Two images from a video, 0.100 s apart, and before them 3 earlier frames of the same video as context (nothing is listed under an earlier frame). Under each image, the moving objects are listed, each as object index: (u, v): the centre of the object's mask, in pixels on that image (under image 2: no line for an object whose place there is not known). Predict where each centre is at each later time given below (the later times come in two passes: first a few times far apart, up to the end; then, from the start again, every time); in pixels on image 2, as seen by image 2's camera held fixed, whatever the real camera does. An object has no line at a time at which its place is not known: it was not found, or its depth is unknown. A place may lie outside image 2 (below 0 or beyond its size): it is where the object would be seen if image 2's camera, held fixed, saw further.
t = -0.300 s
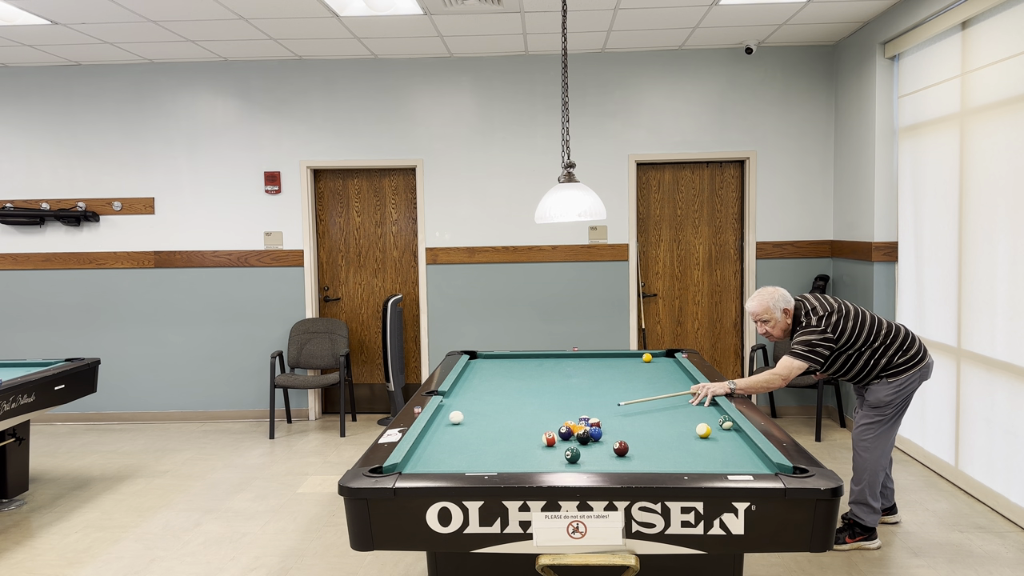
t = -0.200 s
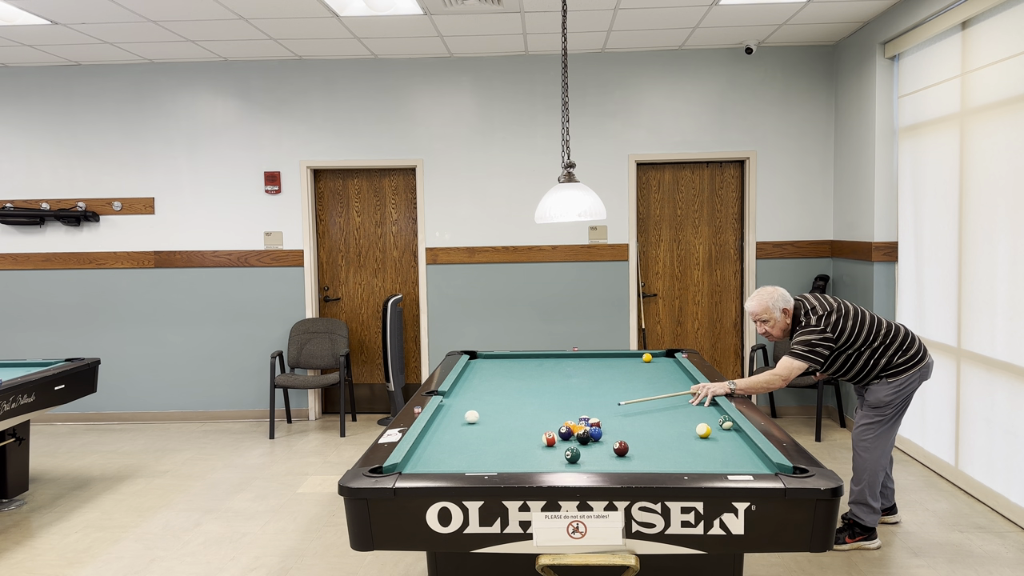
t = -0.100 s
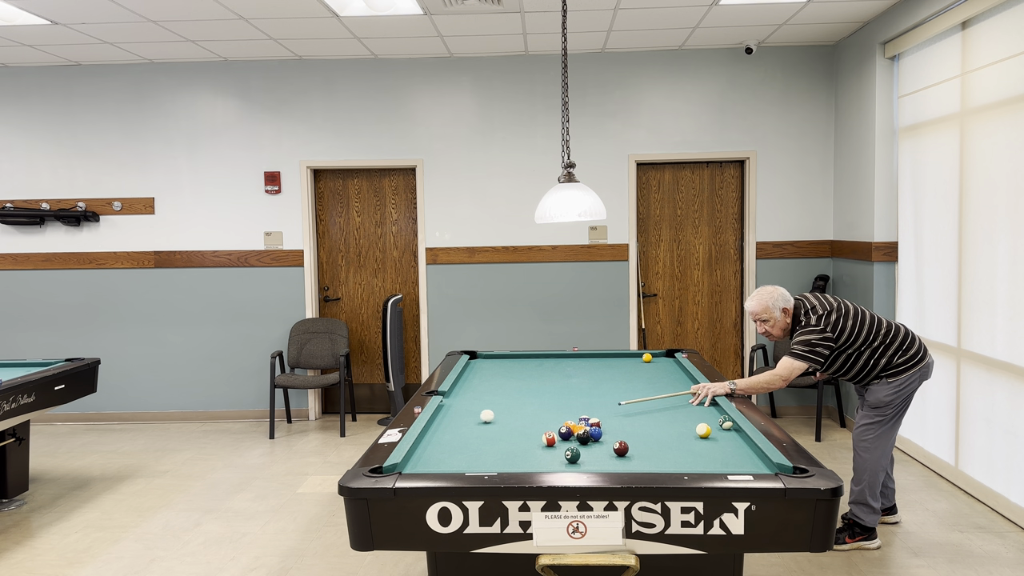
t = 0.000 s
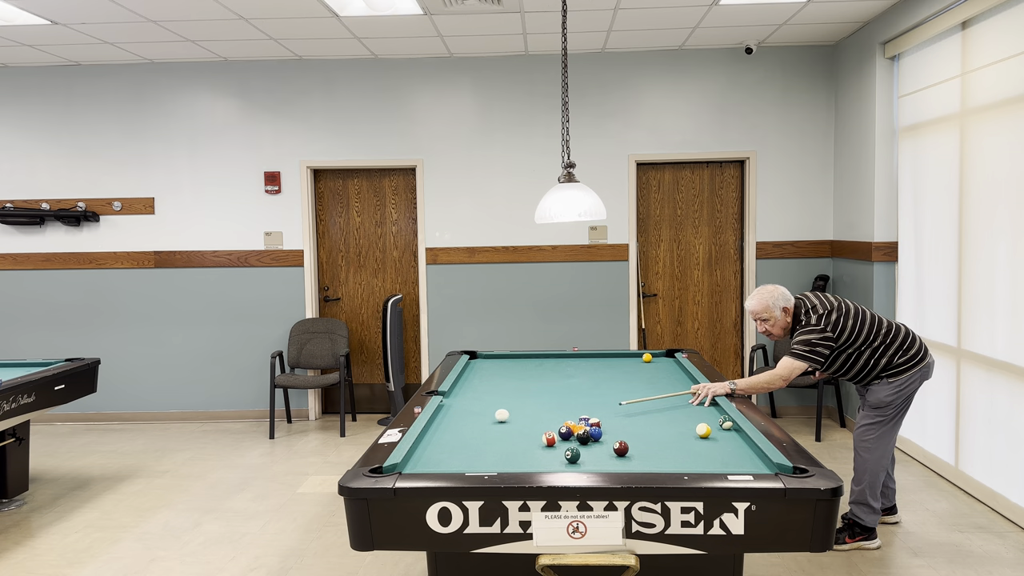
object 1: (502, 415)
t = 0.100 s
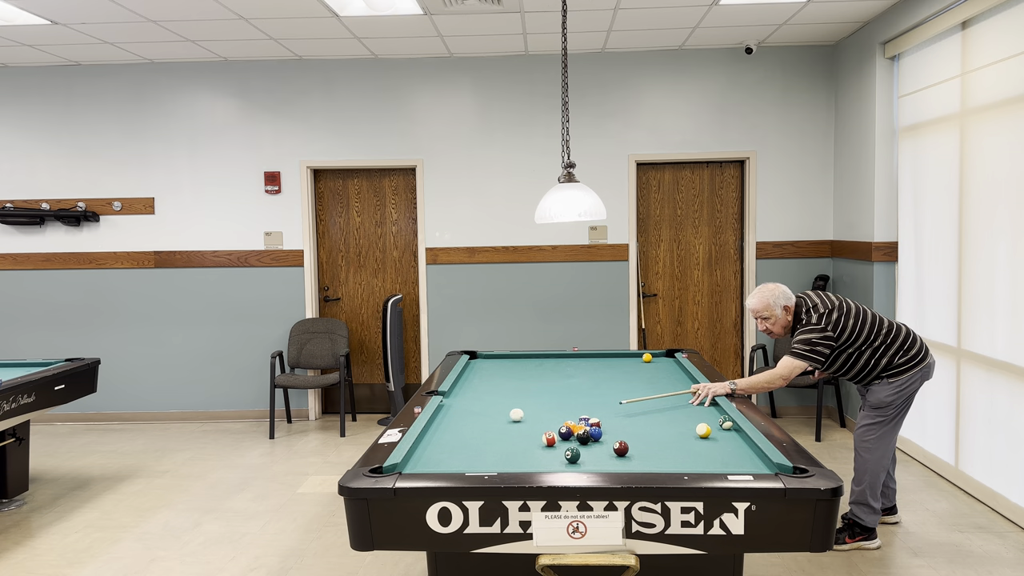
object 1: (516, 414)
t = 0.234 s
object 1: (536, 413)
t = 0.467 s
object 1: (568, 412)
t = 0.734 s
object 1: (603, 410)
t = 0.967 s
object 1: (633, 410)
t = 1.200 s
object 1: (662, 409)
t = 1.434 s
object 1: (689, 408)
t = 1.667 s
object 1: (715, 407)
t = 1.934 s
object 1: (700, 407)
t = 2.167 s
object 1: (688, 406)
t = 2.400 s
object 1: (676, 406)
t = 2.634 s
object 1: (666, 405)
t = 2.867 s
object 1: (657, 405)
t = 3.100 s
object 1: (649, 405)
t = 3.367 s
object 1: (641, 405)
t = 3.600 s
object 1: (635, 404)
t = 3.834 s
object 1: (630, 404)
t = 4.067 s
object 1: (627, 404)
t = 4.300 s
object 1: (624, 404)
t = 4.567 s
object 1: (622, 405)
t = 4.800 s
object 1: (621, 405)
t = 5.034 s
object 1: (621, 405)
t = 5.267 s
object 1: (621, 405)
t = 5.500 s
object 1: (621, 405)
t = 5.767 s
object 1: (621, 405)
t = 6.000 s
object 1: (621, 405)
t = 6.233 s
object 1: (621, 405)
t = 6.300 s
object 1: (621, 405)
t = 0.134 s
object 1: (521, 414)
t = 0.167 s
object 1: (526, 414)
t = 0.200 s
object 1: (531, 414)
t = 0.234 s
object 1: (536, 413)
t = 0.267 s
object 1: (540, 413)
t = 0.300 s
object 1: (545, 413)
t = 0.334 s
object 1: (550, 413)
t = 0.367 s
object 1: (554, 413)
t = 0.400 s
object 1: (559, 412)
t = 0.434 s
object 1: (563, 412)
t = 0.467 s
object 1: (568, 412)
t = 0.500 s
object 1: (572, 412)
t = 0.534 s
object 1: (577, 411)
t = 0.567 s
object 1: (581, 411)
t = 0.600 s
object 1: (586, 411)
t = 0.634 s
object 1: (590, 411)
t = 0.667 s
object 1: (595, 411)
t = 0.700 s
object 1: (599, 411)
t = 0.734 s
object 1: (603, 410)
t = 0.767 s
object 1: (608, 411)
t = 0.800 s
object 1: (612, 410)
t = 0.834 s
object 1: (616, 410)
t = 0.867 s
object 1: (620, 410)
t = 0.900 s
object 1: (625, 410)
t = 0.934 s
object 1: (629, 410)
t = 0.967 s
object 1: (633, 410)
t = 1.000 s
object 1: (637, 410)
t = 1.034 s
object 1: (641, 409)
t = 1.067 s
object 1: (645, 409)
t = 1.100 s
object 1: (649, 409)
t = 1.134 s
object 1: (654, 409)
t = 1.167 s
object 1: (658, 409)
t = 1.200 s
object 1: (662, 409)
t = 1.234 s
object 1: (666, 409)
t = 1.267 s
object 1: (669, 408)
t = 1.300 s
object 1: (673, 408)
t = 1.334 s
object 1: (677, 408)
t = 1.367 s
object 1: (681, 408)
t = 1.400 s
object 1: (685, 408)
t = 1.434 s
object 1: (689, 408)
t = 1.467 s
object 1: (693, 408)
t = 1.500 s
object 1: (696, 408)
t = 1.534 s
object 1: (700, 407)
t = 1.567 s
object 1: (704, 407)
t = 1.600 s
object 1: (708, 407)
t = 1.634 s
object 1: (711, 407)
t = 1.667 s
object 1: (715, 407)
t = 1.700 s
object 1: (714, 407)
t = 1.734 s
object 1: (712, 407)
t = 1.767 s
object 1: (710, 407)
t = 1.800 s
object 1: (708, 407)
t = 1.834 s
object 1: (706, 407)
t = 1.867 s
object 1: (704, 407)
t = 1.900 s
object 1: (702, 407)
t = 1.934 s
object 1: (700, 407)
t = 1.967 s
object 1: (698, 406)
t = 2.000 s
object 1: (696, 406)
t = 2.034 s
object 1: (695, 406)
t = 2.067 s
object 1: (693, 406)
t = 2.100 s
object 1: (691, 406)
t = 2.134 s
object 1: (689, 406)
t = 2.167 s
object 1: (688, 406)
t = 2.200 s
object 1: (686, 406)
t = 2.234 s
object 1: (684, 406)
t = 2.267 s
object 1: (683, 406)
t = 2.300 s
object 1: (681, 406)
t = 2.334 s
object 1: (680, 406)
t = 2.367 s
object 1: (678, 406)
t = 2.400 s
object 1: (676, 406)
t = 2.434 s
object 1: (675, 406)
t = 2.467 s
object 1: (673, 406)
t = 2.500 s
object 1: (672, 406)
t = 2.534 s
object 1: (671, 406)
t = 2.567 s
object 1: (669, 406)
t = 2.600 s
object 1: (668, 405)
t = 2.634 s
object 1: (666, 405)
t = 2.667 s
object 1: (665, 405)
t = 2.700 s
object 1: (664, 405)
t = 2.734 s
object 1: (662, 405)
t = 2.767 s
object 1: (661, 405)
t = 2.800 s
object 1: (660, 405)
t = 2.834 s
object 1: (658, 405)
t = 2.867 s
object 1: (657, 405)
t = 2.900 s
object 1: (656, 405)
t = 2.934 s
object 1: (655, 405)
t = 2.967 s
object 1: (654, 405)
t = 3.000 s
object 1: (652, 405)
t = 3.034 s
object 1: (651, 405)
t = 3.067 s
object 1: (650, 405)
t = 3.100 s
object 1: (649, 405)
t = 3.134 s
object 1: (648, 405)
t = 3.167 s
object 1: (647, 405)
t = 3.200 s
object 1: (646, 405)
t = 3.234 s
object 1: (645, 405)
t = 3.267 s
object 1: (644, 405)
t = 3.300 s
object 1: (643, 405)
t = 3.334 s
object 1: (642, 405)
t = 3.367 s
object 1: (641, 405)
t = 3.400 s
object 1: (640, 405)
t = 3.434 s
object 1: (639, 404)
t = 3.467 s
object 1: (639, 404)
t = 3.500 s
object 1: (638, 404)
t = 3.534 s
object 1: (637, 404)
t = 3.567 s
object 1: (636, 404)
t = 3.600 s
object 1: (635, 404)
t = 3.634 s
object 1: (635, 404)
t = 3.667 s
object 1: (634, 404)
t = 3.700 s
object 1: (633, 404)
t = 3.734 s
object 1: (632, 404)
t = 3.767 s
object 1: (632, 404)
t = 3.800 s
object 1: (631, 404)
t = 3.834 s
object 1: (630, 404)
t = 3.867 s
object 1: (630, 404)
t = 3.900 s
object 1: (629, 404)
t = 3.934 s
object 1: (629, 404)
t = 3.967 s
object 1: (628, 404)
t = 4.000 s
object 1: (627, 404)
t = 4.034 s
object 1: (627, 404)
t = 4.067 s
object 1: (627, 404)
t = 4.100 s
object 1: (626, 404)
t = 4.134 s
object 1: (626, 404)
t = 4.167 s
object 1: (625, 404)
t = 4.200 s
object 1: (625, 404)
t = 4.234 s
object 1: (624, 404)
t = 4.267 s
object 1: (624, 404)
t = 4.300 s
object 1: (624, 404)
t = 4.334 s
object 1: (623, 404)
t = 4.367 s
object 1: (623, 404)
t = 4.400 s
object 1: (623, 405)
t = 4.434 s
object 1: (623, 404)
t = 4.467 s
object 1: (622, 404)
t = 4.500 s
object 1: (622, 404)
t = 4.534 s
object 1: (622, 404)
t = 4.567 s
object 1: (622, 405)
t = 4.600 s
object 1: (622, 405)
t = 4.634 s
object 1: (621, 405)
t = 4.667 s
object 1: (621, 405)
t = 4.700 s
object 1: (621, 405)
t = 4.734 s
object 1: (621, 405)
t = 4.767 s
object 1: (621, 405)
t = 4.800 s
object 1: (621, 405)
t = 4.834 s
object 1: (621, 405)
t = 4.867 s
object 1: (621, 405)
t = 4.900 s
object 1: (621, 405)
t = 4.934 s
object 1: (621, 405)
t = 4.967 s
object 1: (621, 405)
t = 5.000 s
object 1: (621, 405)
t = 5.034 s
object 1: (621, 405)
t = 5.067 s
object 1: (621, 405)
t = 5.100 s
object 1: (621, 405)
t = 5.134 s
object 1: (621, 405)
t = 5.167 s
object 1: (621, 405)
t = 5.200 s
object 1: (621, 405)
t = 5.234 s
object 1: (621, 405)
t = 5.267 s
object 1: (621, 405)
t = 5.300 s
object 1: (621, 405)
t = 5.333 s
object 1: (621, 405)
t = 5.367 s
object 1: (621, 405)
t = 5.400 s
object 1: (621, 405)
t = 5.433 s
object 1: (621, 405)
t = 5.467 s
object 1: (621, 405)
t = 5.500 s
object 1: (621, 405)
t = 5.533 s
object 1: (621, 405)
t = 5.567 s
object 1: (621, 405)
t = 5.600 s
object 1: (621, 405)
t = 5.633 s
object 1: (621, 405)
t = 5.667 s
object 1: (621, 405)
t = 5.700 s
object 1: (621, 405)
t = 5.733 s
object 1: (621, 405)
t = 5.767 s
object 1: (621, 405)
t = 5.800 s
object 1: (621, 405)
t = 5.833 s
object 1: (621, 405)
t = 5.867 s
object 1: (621, 405)
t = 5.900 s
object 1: (621, 405)
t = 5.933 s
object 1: (621, 405)
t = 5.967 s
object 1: (621, 405)
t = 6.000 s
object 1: (621, 405)
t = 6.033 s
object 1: (621, 405)
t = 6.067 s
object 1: (621, 405)
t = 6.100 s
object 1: (621, 405)
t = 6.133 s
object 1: (621, 405)
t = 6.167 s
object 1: (621, 405)
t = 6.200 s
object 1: (621, 405)
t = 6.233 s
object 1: (621, 405)
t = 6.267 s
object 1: (621, 405)
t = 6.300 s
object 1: (621, 405)
